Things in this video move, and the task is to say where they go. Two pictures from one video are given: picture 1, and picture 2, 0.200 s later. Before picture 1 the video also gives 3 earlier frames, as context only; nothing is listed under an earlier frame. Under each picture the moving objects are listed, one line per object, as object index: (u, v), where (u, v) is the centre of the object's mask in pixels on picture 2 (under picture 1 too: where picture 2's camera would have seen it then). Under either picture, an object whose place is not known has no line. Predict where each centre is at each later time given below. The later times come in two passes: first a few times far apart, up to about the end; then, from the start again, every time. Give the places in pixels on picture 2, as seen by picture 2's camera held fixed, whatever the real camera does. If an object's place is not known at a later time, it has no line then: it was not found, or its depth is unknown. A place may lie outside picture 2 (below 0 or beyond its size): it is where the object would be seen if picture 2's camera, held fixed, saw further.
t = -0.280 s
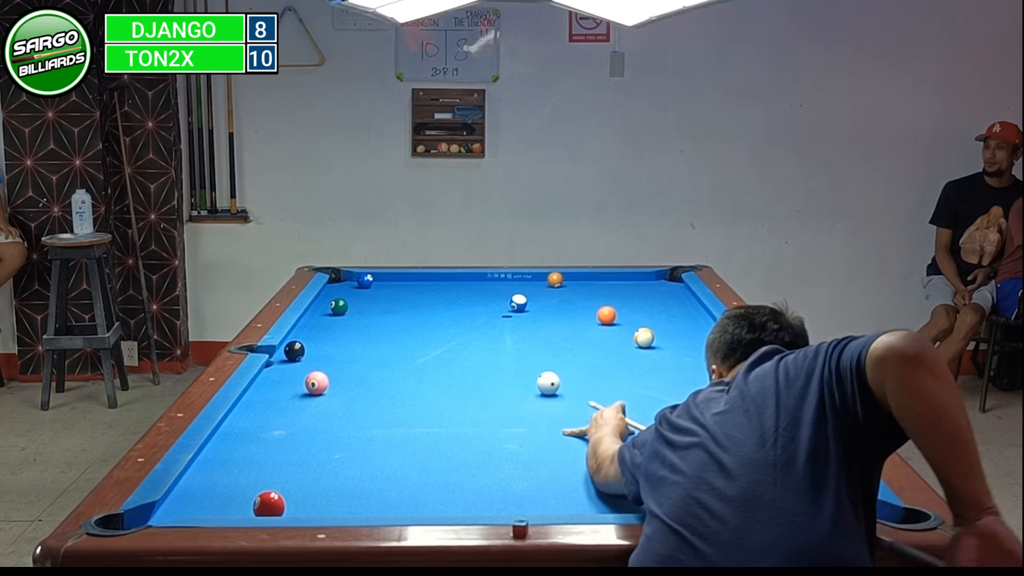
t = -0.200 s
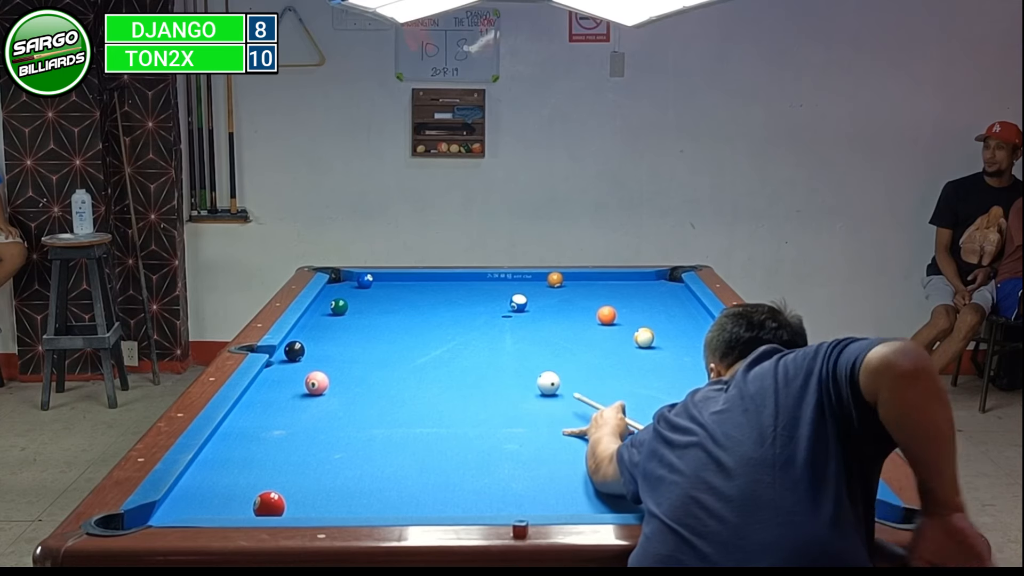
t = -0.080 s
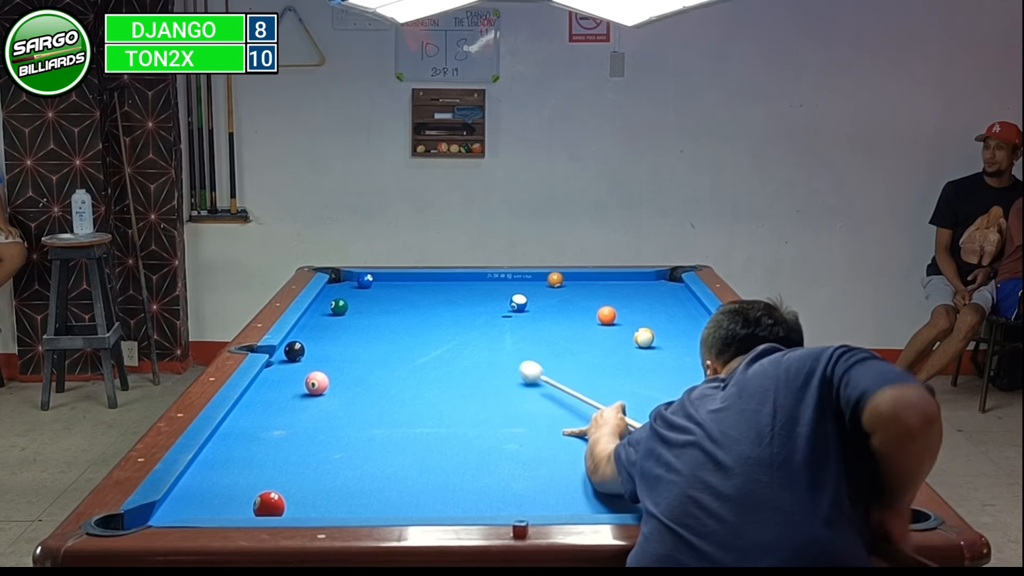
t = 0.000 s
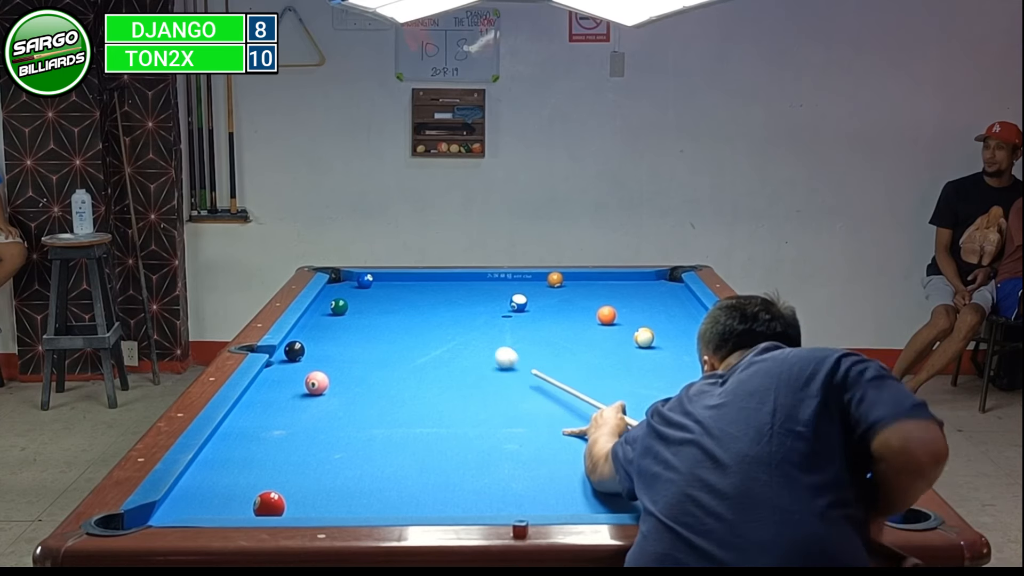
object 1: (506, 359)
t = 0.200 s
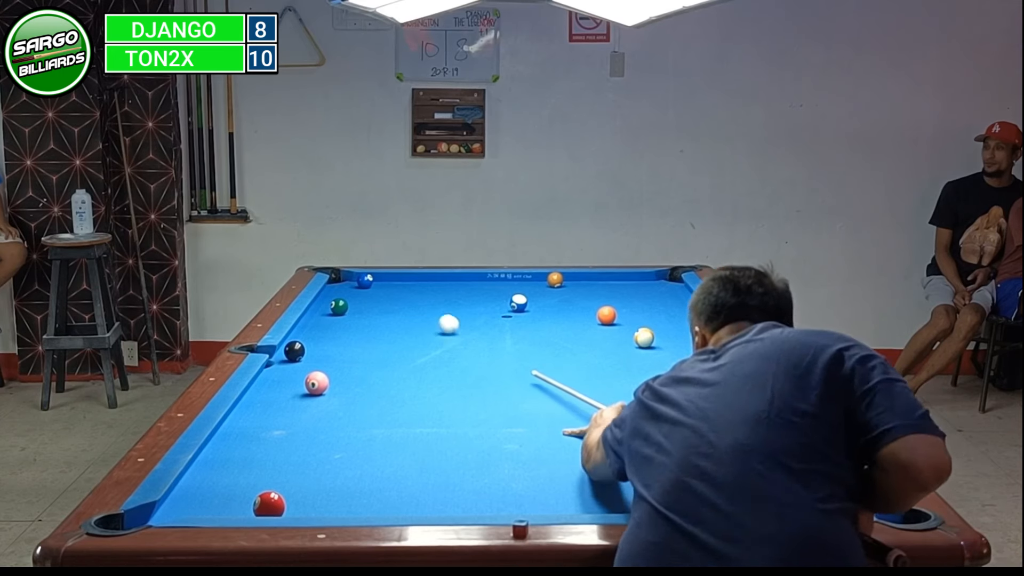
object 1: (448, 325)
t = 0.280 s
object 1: (428, 313)
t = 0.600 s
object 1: (386, 280)
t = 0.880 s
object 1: (404, 282)
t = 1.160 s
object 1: (410, 290)
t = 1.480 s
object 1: (416, 299)
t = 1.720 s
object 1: (421, 306)
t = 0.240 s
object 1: (436, 318)
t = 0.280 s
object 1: (428, 313)
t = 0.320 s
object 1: (421, 309)
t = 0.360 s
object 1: (410, 303)
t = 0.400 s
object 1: (403, 299)
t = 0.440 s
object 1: (397, 295)
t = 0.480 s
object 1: (387, 289)
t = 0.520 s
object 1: (380, 285)
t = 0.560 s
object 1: (381, 281)
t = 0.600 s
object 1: (386, 280)
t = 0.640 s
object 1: (392, 278)
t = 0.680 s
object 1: (399, 276)
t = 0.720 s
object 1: (400, 277)
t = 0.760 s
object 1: (401, 279)
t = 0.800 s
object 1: (402, 279)
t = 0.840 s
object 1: (403, 281)
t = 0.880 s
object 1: (404, 282)
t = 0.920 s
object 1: (404, 283)
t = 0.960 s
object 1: (405, 284)
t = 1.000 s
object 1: (406, 286)
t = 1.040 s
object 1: (407, 287)
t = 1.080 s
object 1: (408, 288)
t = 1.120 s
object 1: (409, 289)
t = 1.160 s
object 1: (410, 290)
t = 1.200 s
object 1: (411, 291)
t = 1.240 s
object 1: (411, 292)
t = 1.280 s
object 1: (412, 293)
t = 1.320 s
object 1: (413, 295)
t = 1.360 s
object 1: (414, 296)
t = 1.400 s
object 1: (415, 297)
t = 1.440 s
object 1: (415, 298)
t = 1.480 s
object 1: (416, 299)
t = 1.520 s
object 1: (417, 301)
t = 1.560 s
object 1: (418, 302)
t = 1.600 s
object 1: (418, 303)
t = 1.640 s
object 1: (420, 304)
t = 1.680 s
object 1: (420, 305)
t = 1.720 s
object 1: (421, 306)
